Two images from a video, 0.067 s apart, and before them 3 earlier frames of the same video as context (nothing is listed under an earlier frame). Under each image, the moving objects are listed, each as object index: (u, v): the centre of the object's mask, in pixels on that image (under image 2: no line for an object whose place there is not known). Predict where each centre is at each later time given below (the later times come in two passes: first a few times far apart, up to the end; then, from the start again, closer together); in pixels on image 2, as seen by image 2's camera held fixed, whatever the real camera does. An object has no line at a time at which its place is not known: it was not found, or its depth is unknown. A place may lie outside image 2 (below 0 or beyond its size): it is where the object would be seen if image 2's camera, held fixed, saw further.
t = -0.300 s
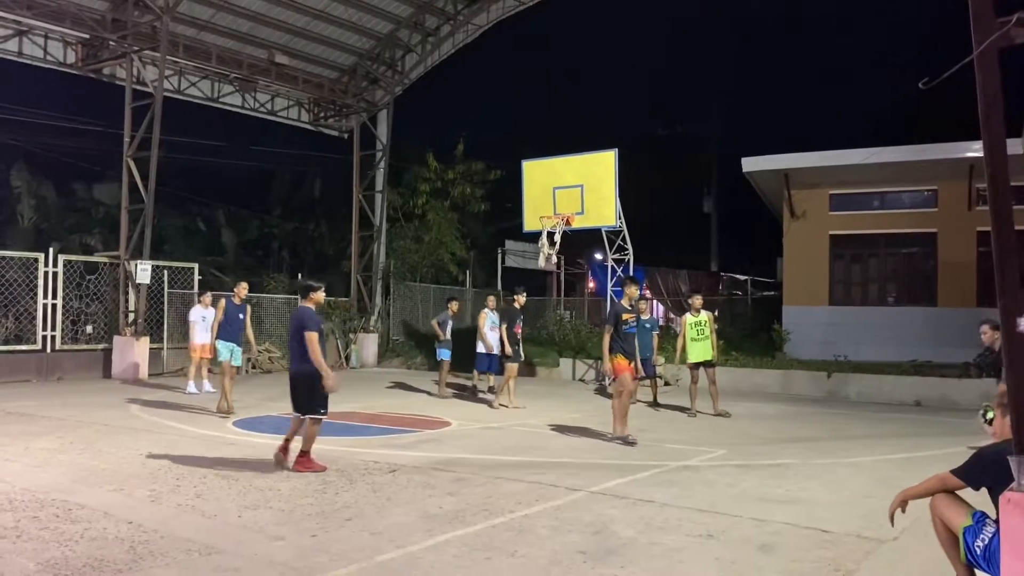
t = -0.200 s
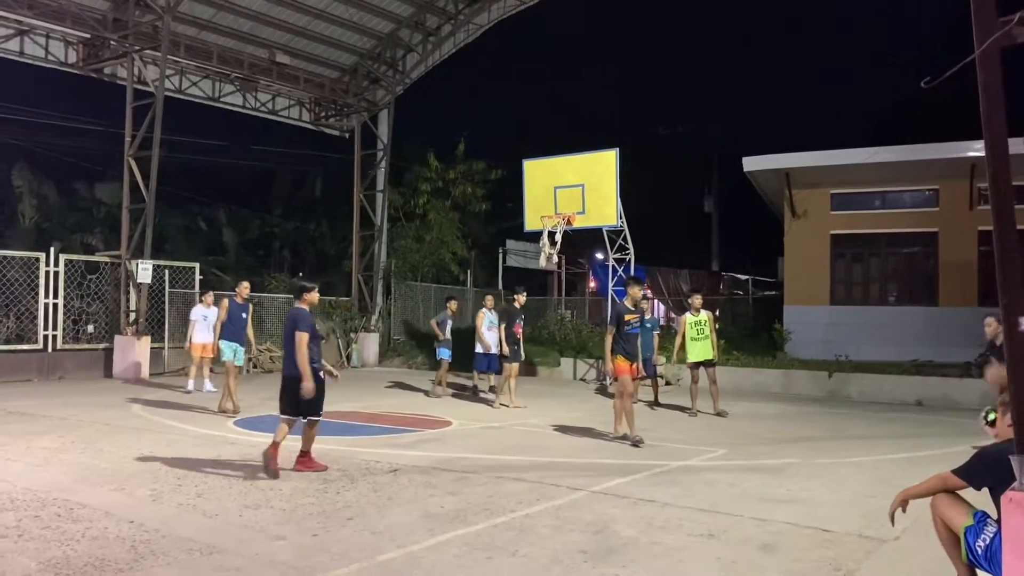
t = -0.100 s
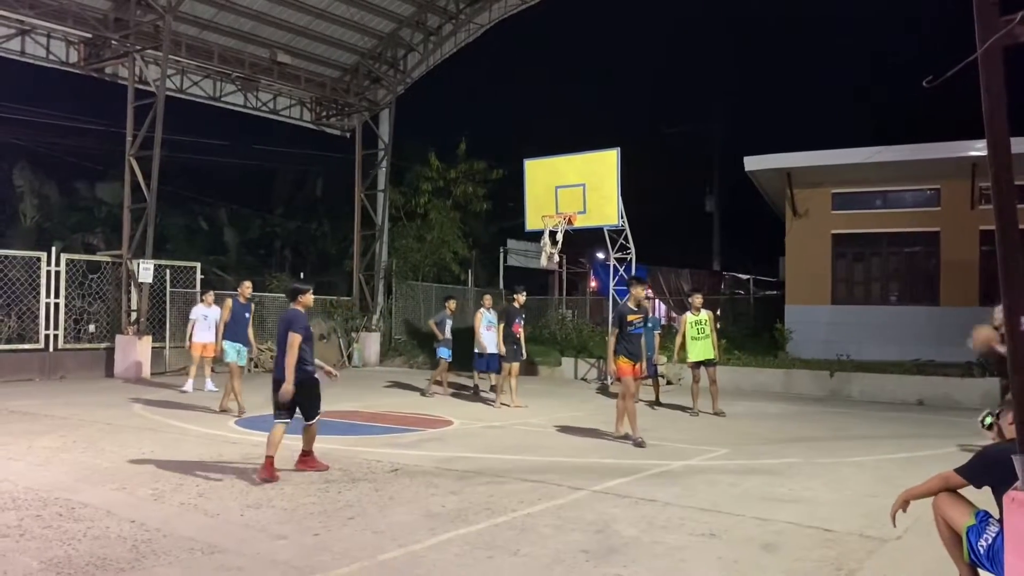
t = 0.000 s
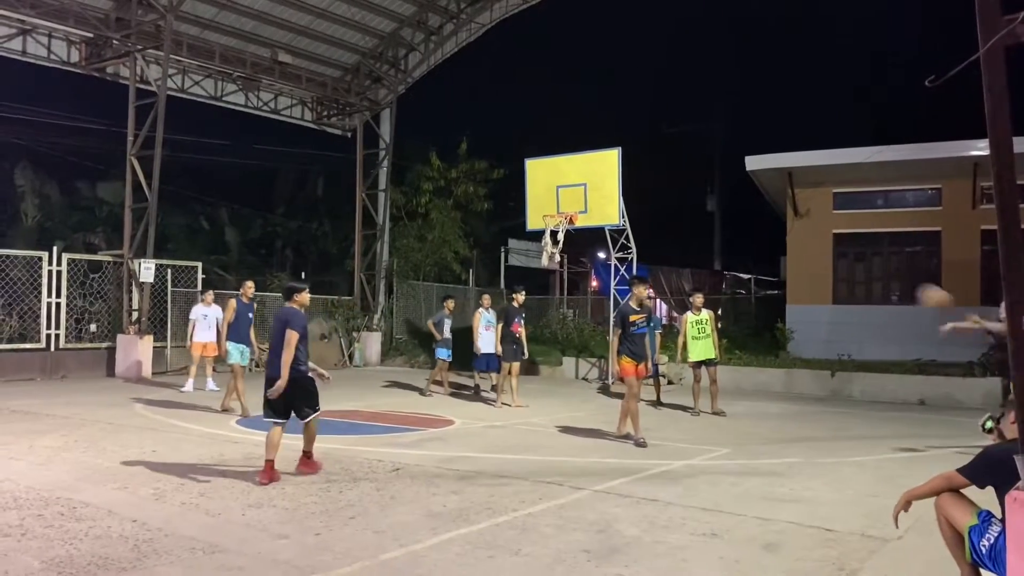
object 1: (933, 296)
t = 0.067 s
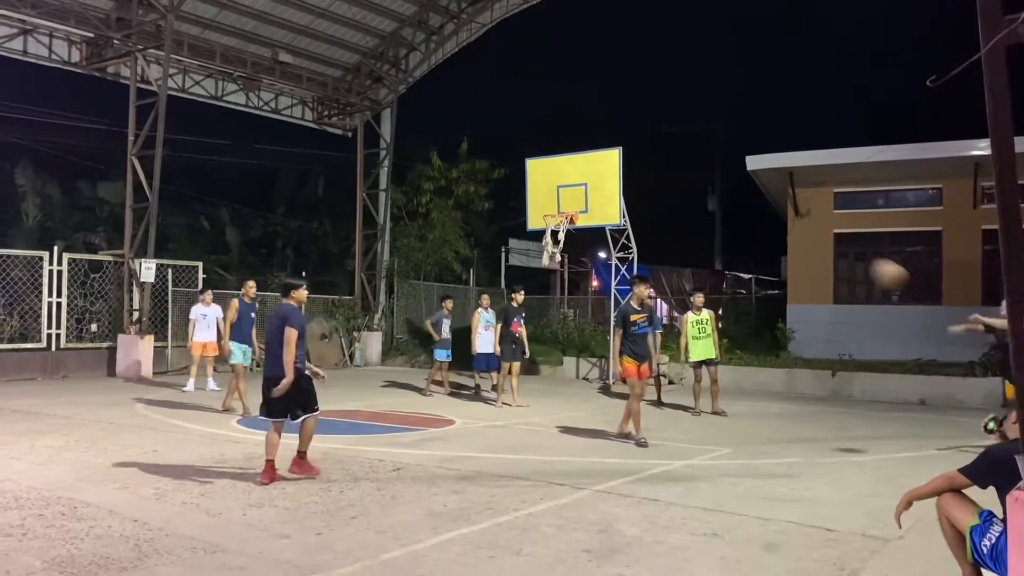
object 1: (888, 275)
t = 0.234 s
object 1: (763, 229)
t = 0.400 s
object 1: (633, 210)
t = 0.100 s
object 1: (864, 263)
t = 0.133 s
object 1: (840, 252)
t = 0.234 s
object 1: (763, 229)
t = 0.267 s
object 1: (737, 223)
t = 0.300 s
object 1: (710, 218)
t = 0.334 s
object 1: (682, 215)
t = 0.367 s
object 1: (653, 212)
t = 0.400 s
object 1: (633, 210)
